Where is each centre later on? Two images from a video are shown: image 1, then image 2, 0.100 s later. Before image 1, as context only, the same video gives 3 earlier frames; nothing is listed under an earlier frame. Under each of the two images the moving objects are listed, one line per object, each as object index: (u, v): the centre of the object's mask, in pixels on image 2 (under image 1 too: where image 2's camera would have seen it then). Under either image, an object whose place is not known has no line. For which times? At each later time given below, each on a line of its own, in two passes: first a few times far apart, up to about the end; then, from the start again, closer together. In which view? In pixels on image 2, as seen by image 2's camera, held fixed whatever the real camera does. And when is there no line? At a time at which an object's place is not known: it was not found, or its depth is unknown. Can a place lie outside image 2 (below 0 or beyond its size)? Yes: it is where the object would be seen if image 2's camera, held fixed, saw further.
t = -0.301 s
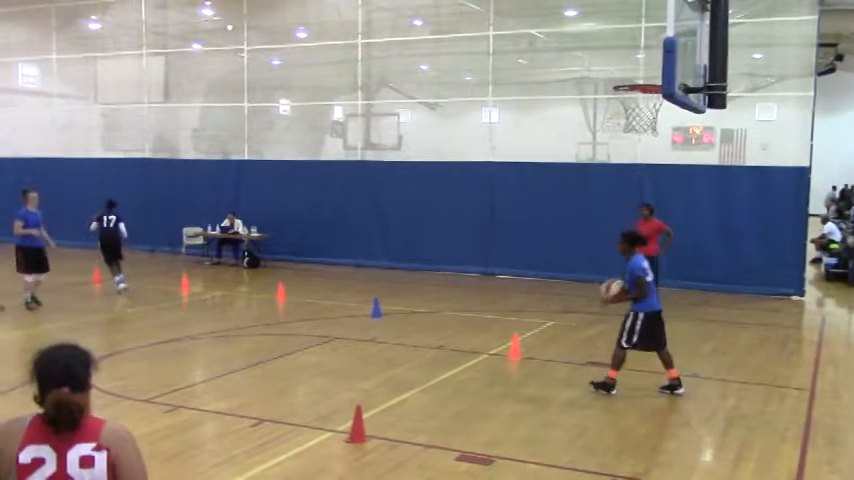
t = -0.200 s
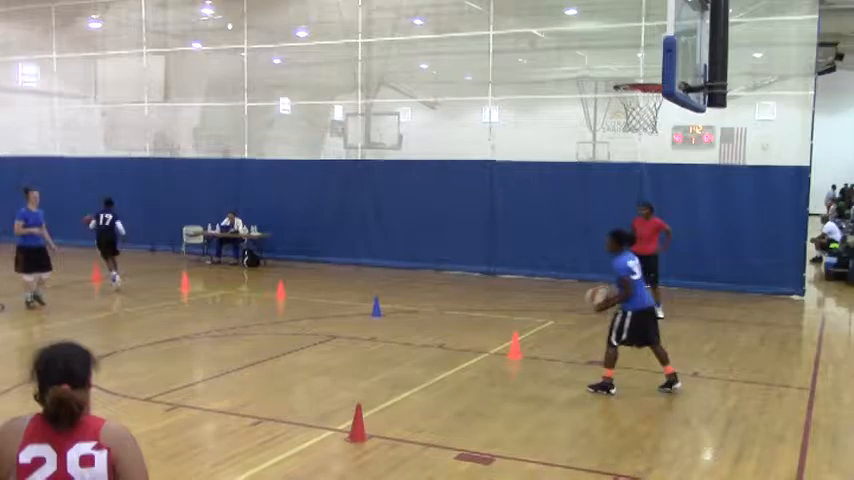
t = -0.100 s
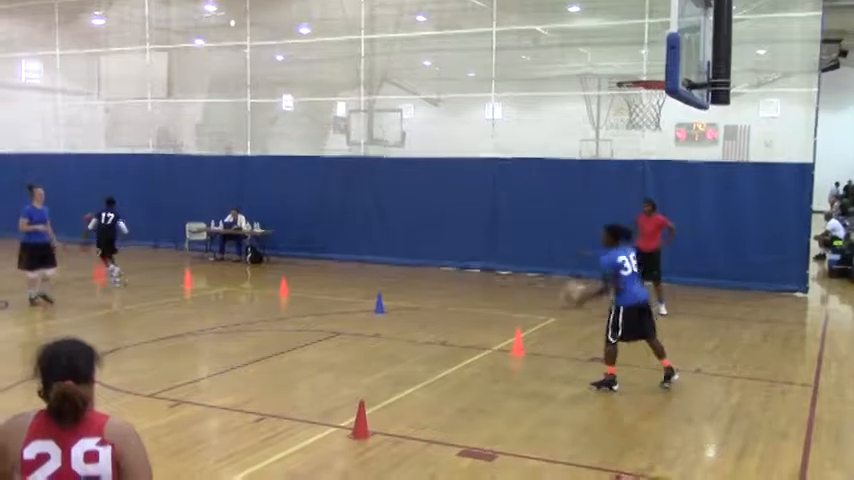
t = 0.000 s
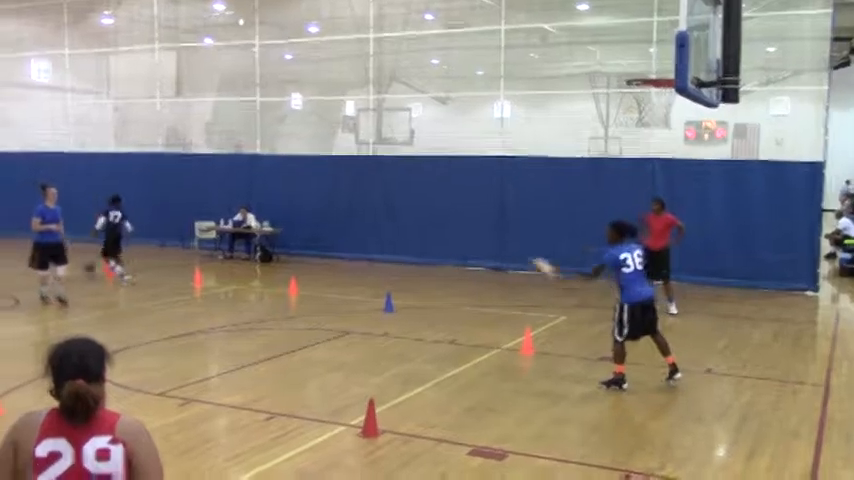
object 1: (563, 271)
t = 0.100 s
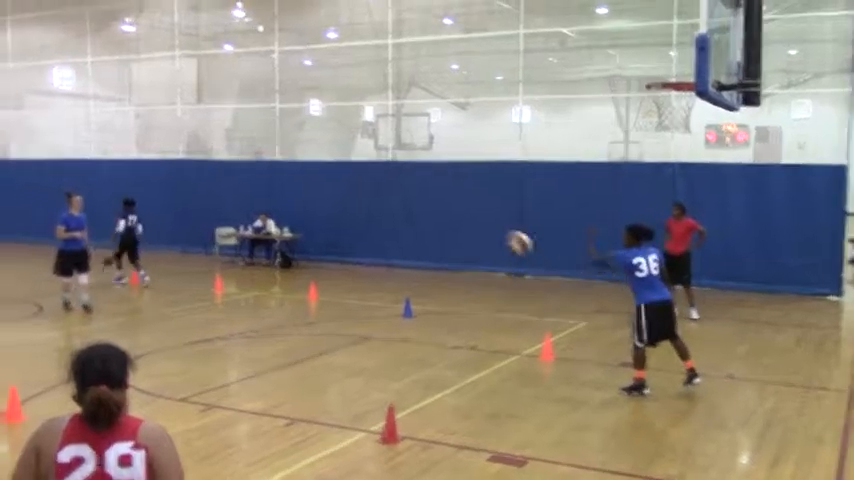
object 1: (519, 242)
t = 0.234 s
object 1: (462, 214)
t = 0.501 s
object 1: (364, 207)
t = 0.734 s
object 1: (287, 247)
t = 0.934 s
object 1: (225, 309)
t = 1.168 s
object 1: (175, 275)
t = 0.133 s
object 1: (505, 233)
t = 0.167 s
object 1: (490, 225)
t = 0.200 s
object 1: (476, 220)
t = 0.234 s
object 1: (462, 214)
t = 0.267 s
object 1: (450, 209)
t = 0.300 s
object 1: (437, 206)
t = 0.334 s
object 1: (424, 203)
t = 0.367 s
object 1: (412, 201)
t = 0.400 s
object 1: (400, 203)
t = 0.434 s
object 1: (388, 203)
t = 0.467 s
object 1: (376, 204)
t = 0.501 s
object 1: (364, 207)
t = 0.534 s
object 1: (352, 210)
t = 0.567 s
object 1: (341, 215)
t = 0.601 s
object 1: (330, 219)
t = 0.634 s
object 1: (320, 224)
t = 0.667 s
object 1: (308, 232)
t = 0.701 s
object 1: (296, 241)
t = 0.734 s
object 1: (287, 247)
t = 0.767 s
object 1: (277, 255)
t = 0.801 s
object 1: (269, 262)
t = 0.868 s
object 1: (250, 288)
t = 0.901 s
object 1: (238, 299)
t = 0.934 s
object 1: (225, 309)
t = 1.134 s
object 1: (178, 285)
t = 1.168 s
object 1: (175, 275)
